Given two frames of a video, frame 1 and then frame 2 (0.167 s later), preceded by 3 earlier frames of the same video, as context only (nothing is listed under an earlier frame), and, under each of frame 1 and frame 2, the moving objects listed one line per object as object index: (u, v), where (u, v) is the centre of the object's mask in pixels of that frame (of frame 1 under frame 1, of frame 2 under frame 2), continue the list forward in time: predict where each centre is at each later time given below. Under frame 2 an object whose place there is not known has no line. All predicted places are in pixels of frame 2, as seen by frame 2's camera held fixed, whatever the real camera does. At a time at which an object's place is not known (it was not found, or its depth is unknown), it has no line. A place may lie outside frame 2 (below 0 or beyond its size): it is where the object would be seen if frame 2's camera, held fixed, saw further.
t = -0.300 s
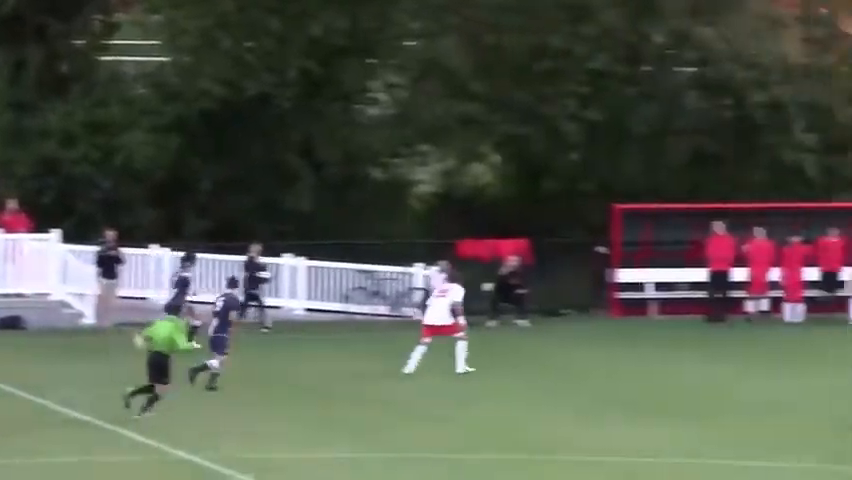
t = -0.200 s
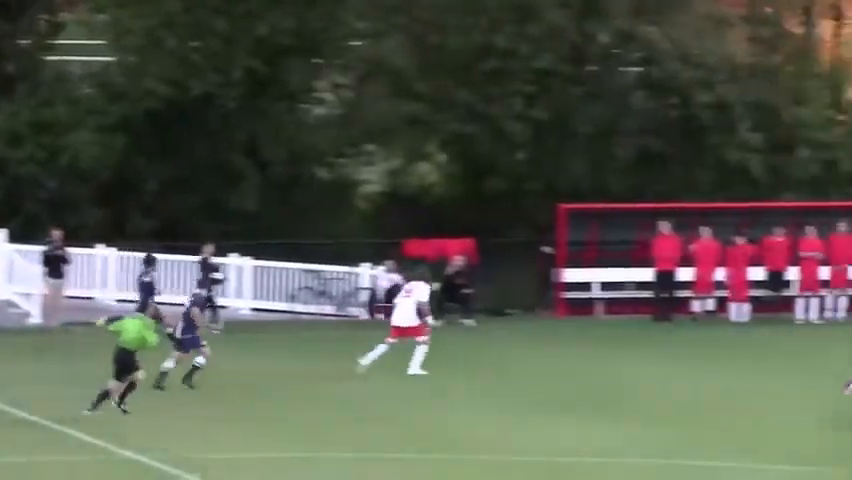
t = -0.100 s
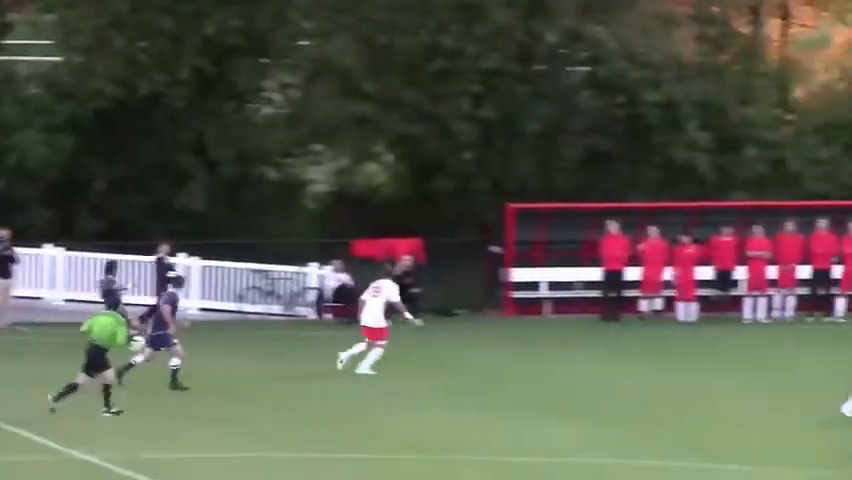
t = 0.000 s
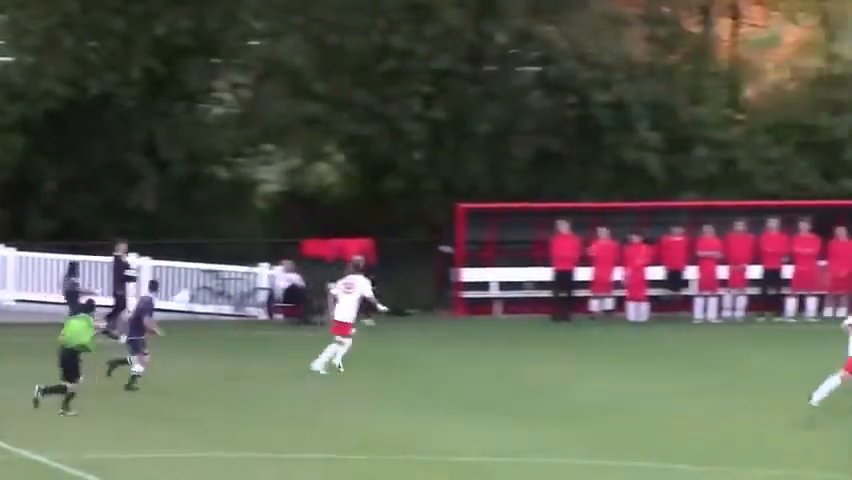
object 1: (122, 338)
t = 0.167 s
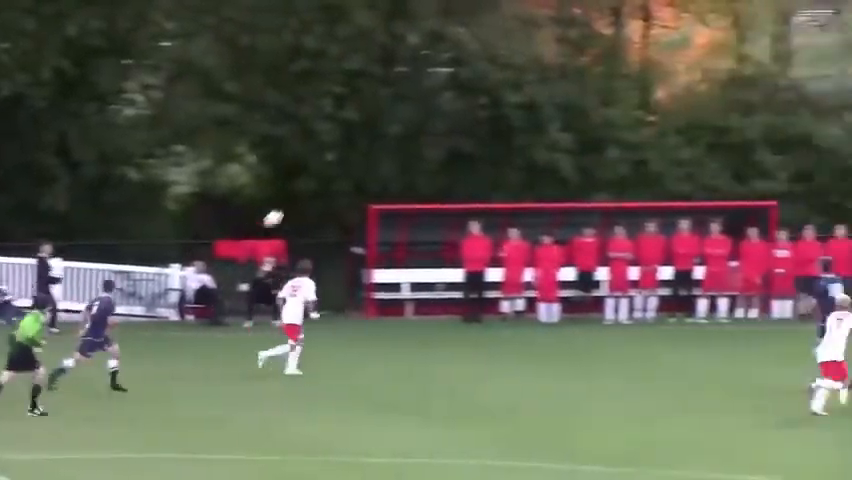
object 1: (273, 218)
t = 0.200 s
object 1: (308, 204)
